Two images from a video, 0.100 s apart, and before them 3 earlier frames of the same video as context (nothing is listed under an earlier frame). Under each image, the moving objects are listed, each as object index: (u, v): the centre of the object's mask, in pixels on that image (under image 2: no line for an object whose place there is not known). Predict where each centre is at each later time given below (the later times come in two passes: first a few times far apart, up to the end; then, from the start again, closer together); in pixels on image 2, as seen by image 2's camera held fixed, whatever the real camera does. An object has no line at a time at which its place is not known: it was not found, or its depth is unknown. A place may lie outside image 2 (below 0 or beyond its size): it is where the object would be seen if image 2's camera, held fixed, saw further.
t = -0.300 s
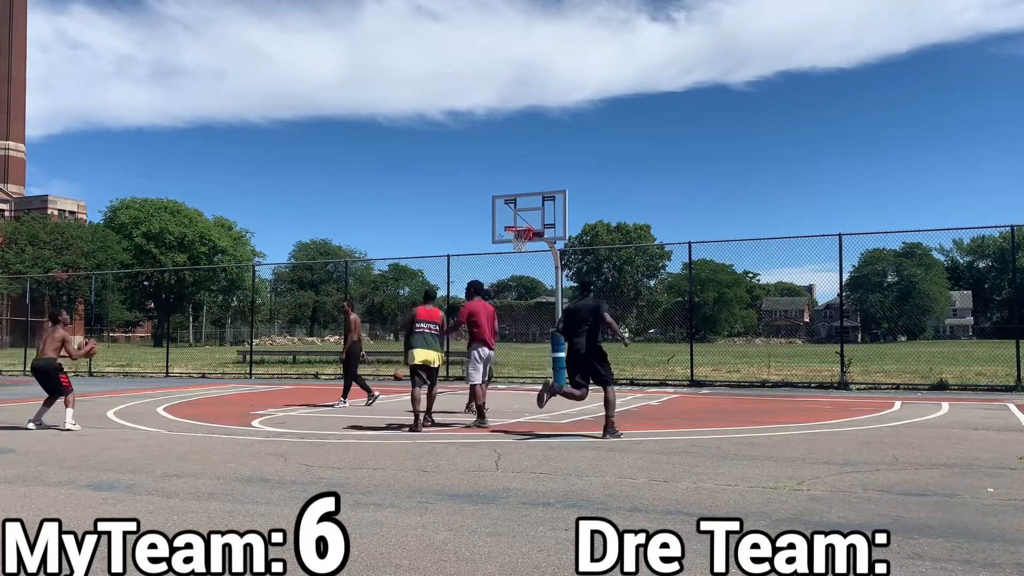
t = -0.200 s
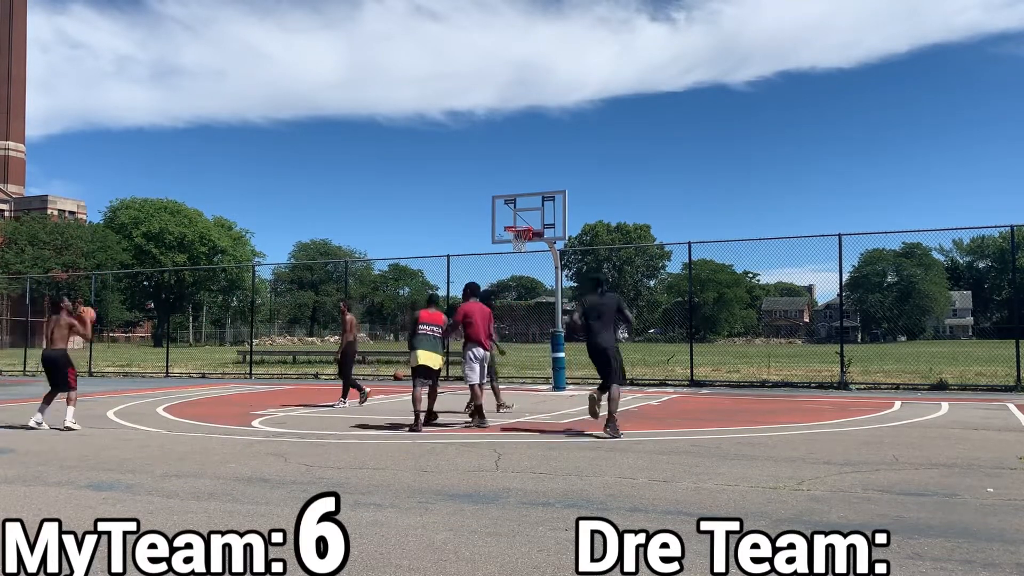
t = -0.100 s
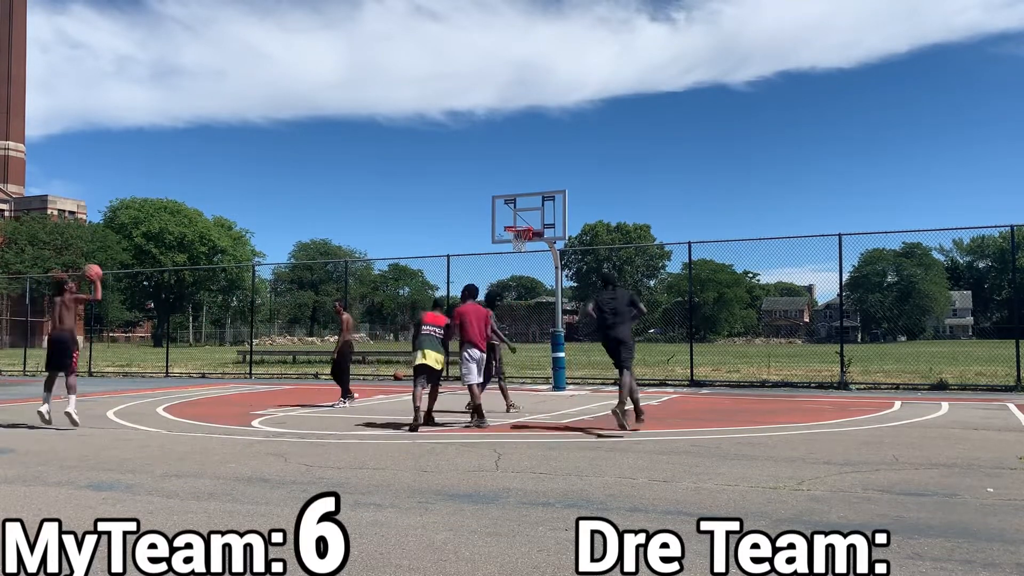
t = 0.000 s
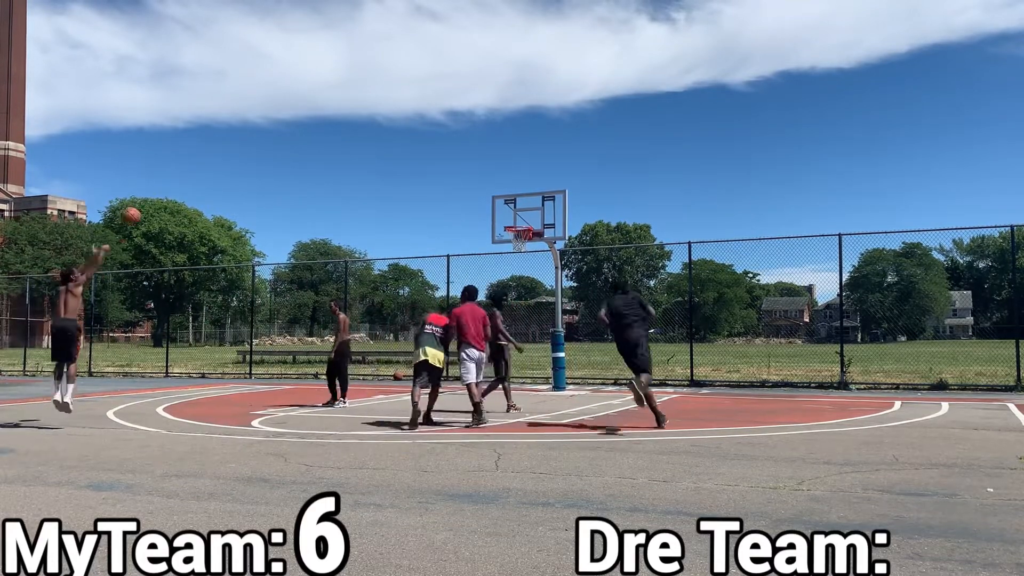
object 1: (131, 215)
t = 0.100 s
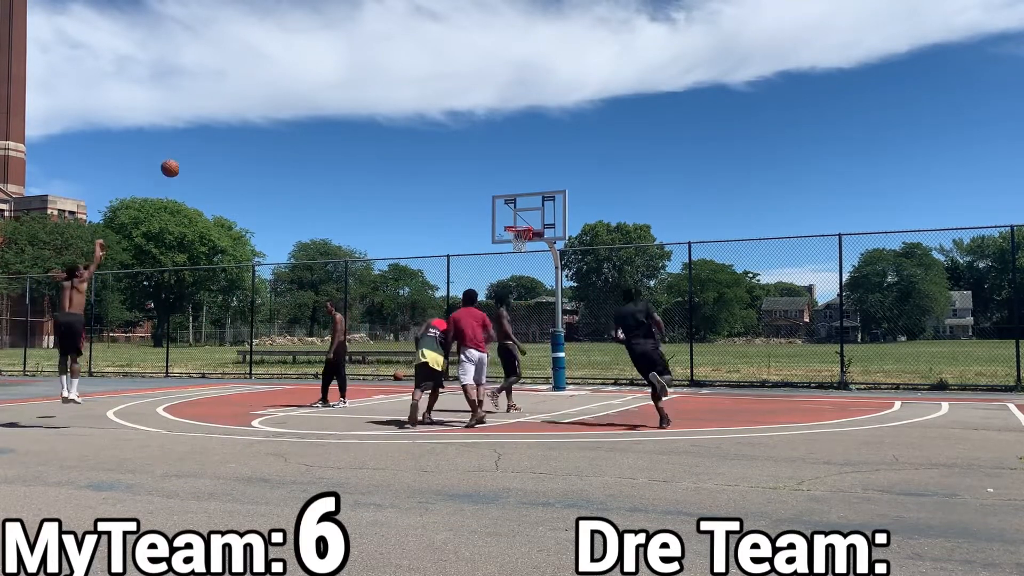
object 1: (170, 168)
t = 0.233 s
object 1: (219, 119)
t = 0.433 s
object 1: (284, 74)
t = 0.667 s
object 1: (352, 58)
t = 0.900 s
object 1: (412, 77)
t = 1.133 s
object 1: (466, 124)
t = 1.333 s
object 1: (507, 184)
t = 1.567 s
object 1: (533, 187)
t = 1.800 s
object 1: (532, 147)
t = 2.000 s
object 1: (531, 135)
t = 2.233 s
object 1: (530, 148)
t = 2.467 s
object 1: (529, 192)
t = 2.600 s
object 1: (528, 233)
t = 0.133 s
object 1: (182, 154)
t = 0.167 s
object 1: (195, 142)
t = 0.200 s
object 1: (207, 130)
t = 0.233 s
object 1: (219, 119)
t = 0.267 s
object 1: (230, 109)
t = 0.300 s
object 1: (242, 100)
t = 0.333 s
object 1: (253, 92)
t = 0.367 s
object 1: (263, 85)
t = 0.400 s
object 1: (274, 79)
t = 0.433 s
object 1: (284, 74)
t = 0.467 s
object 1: (295, 69)
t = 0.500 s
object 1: (305, 66)
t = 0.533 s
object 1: (314, 63)
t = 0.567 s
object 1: (324, 60)
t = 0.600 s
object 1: (334, 59)
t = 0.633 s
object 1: (343, 58)
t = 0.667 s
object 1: (352, 58)
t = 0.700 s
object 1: (361, 59)
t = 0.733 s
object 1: (370, 60)
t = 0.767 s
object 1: (379, 62)
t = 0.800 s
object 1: (387, 65)
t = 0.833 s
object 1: (396, 68)
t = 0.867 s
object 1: (404, 72)
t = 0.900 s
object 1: (412, 77)
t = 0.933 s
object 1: (420, 82)
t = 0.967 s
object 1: (428, 87)
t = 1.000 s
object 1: (436, 94)
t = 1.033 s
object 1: (443, 100)
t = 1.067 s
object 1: (451, 108)
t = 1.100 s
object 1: (458, 116)
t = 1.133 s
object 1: (466, 124)
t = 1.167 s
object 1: (473, 133)
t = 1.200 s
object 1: (480, 142)
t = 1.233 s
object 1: (487, 152)
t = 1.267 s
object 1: (494, 162)
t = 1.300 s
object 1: (501, 173)
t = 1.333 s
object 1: (507, 184)
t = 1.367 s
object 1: (514, 195)
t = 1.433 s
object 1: (527, 219)
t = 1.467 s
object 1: (530, 218)
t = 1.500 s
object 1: (532, 207)
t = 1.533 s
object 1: (533, 195)
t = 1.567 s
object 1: (533, 187)
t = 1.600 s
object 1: (533, 180)
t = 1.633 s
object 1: (533, 173)
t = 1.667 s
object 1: (533, 167)
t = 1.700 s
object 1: (533, 160)
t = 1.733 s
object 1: (533, 155)
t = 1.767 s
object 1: (532, 151)
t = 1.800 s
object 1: (532, 147)
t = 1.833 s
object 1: (532, 143)
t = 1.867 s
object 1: (531, 140)
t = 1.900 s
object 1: (532, 138)
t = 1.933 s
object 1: (531, 136)
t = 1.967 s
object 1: (531, 135)
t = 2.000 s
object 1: (531, 135)
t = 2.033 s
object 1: (531, 135)
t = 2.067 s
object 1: (531, 135)
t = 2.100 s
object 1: (530, 136)
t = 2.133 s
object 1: (531, 138)
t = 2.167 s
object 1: (531, 140)
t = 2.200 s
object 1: (530, 144)
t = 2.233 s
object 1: (530, 148)
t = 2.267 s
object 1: (530, 152)
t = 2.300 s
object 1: (530, 157)
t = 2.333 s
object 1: (529, 163)
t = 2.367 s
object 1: (529, 169)
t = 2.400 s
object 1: (529, 176)
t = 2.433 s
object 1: (529, 184)
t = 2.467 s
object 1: (529, 192)
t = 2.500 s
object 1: (529, 201)
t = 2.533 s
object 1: (528, 211)
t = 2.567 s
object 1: (528, 221)
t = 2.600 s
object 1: (528, 233)
